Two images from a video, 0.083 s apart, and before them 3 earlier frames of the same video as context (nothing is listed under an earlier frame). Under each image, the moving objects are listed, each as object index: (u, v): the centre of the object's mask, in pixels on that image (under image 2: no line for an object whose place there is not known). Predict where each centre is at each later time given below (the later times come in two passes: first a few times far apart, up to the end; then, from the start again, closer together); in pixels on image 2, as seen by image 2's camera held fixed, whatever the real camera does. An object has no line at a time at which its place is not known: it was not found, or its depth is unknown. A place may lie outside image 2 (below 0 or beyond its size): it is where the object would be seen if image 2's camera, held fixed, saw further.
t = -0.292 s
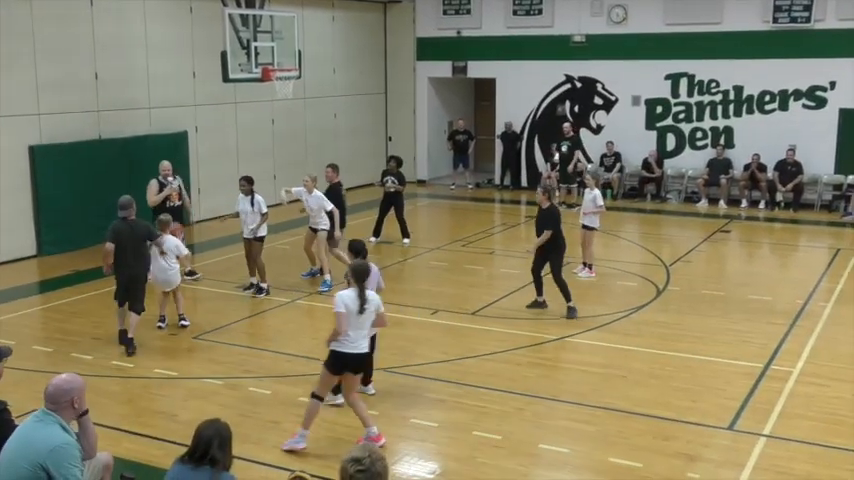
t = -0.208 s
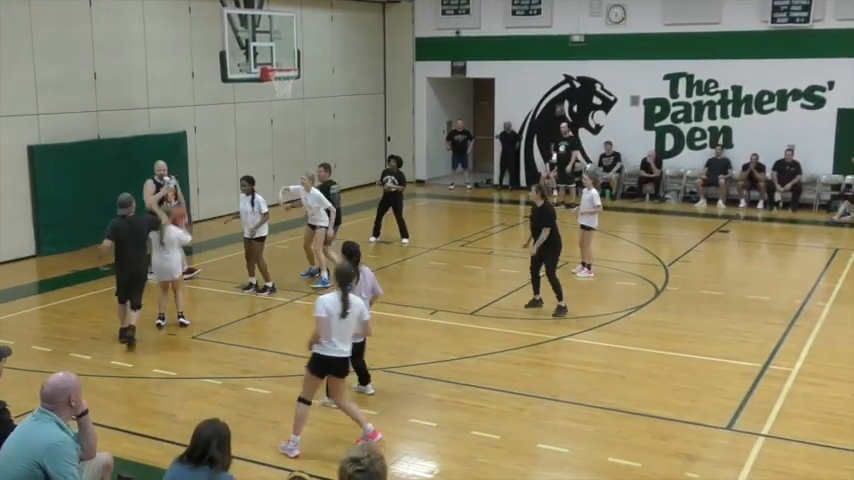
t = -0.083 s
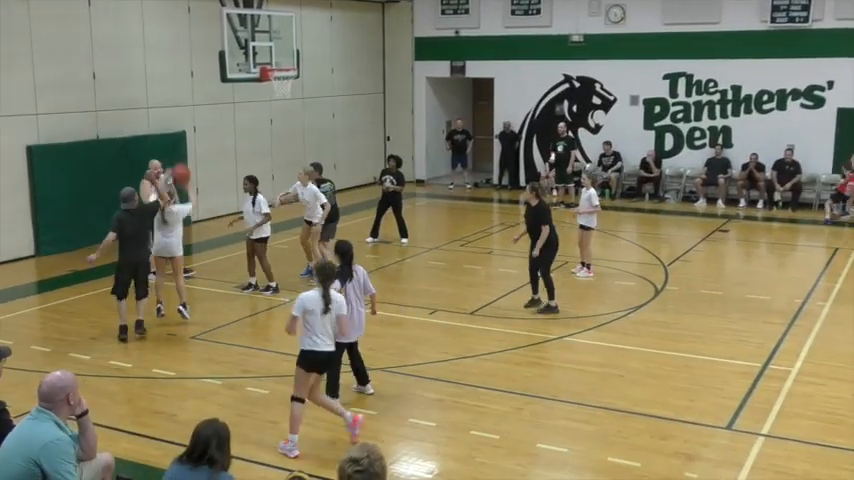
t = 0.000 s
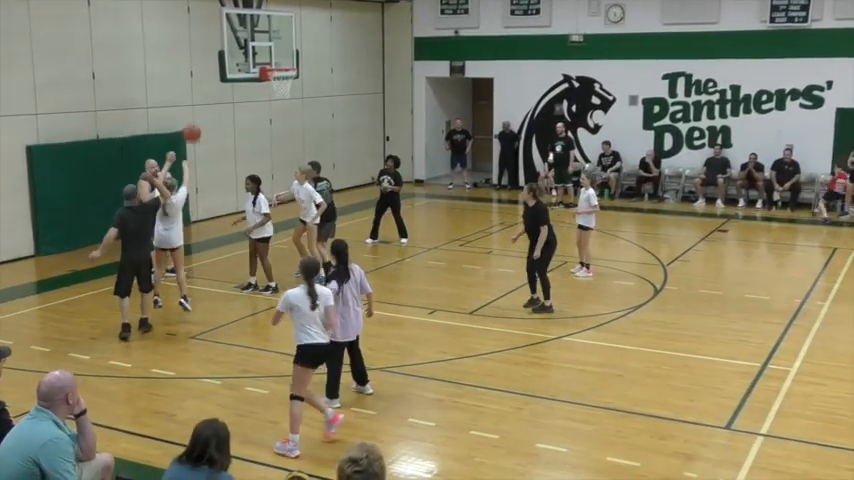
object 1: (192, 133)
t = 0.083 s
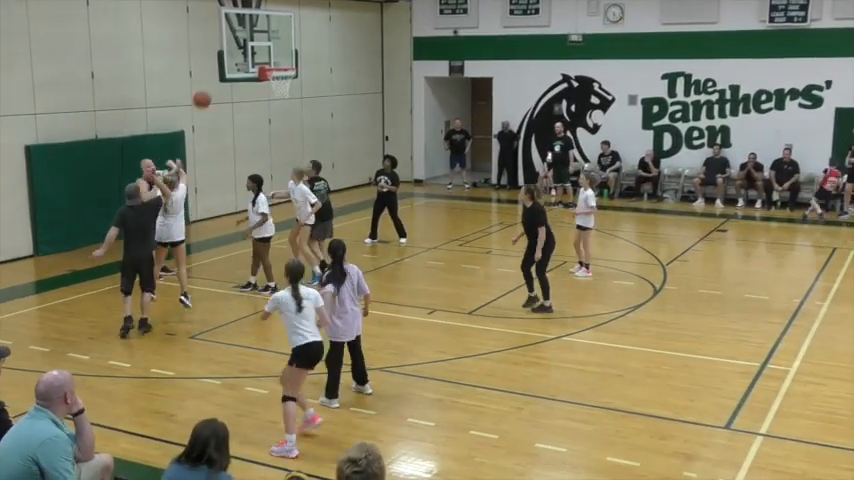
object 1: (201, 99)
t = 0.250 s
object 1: (223, 51)
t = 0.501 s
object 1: (252, 24)
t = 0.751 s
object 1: (280, 42)
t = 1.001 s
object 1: (285, 46)
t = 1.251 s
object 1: (277, 39)
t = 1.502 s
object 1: (287, 61)
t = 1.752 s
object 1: (280, 60)
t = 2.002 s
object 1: (275, 59)
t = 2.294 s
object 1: (269, 65)
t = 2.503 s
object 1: (265, 93)
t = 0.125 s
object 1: (208, 82)
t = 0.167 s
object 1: (212, 72)
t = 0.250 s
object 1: (223, 51)
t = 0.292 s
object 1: (230, 42)
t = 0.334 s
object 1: (234, 37)
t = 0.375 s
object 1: (240, 31)
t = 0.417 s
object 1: (243, 28)
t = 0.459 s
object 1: (249, 25)
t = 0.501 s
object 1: (252, 24)
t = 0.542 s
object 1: (259, 25)
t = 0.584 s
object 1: (262, 26)
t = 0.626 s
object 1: (268, 29)
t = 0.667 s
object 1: (272, 32)
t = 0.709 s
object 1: (277, 38)
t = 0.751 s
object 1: (280, 42)
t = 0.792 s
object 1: (286, 49)
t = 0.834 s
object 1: (289, 55)
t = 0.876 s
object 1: (291, 61)
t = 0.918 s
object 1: (290, 55)
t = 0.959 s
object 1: (287, 49)
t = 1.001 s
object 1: (285, 46)
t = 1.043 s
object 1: (282, 41)
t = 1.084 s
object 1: (281, 40)
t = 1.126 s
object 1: (277, 38)
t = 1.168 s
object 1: (276, 38)
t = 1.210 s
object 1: (276, 38)
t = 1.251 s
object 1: (277, 39)
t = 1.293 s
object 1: (280, 41)
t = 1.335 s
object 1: (281, 44)
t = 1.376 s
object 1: (283, 48)
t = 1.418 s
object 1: (285, 53)
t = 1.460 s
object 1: (287, 60)
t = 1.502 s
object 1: (287, 61)
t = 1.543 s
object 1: (286, 59)
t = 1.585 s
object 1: (285, 58)
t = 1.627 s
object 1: (283, 58)
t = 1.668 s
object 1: (282, 59)
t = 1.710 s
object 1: (281, 61)
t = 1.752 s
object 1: (280, 60)
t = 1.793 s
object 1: (279, 58)
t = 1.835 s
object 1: (278, 58)
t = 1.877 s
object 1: (277, 58)
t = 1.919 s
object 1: (277, 59)
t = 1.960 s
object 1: (276, 60)
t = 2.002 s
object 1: (275, 59)
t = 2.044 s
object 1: (274, 60)
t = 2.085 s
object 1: (273, 60)
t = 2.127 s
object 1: (273, 60)
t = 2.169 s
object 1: (272, 60)
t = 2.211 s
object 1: (271, 61)
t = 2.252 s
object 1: (271, 63)
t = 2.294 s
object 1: (269, 65)
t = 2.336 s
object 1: (268, 68)
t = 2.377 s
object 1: (266, 73)
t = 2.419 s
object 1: (267, 78)
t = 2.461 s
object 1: (265, 86)
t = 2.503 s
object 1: (265, 93)
